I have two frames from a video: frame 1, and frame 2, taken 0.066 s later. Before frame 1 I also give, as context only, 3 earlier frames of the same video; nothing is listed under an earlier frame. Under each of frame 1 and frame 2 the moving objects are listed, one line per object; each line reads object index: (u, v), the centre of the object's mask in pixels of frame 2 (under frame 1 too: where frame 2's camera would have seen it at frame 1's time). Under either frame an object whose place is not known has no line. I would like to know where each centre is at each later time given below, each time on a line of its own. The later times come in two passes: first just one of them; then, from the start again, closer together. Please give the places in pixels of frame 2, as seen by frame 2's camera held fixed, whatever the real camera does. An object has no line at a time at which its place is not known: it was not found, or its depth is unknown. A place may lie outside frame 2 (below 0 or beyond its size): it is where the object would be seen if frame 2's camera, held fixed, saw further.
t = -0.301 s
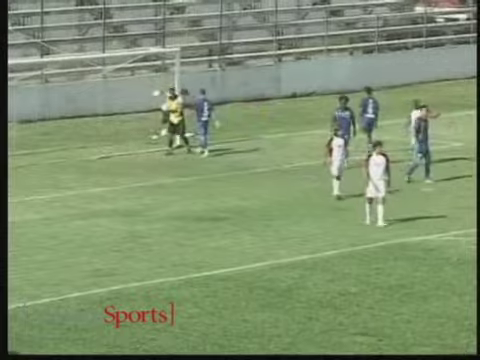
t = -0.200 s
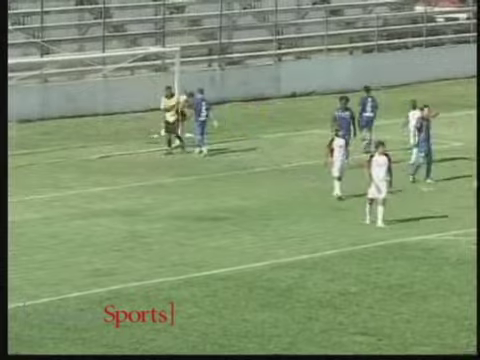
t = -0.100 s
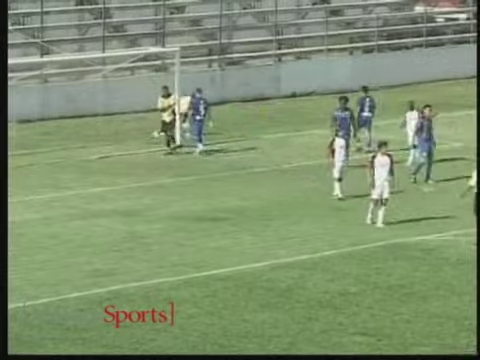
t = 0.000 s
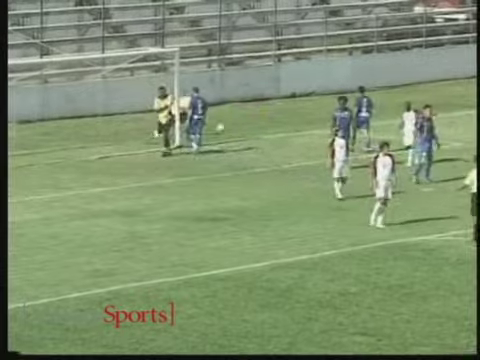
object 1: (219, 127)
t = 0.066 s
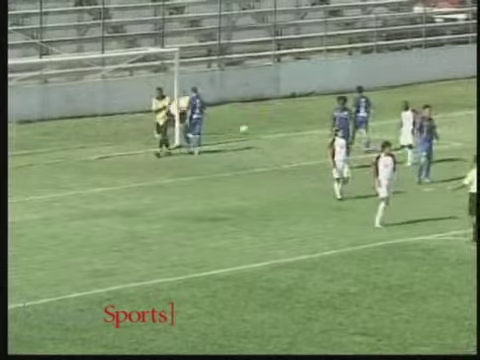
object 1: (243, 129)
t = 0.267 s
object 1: (301, 125)
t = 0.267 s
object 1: (301, 125)
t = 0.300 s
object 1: (310, 123)
